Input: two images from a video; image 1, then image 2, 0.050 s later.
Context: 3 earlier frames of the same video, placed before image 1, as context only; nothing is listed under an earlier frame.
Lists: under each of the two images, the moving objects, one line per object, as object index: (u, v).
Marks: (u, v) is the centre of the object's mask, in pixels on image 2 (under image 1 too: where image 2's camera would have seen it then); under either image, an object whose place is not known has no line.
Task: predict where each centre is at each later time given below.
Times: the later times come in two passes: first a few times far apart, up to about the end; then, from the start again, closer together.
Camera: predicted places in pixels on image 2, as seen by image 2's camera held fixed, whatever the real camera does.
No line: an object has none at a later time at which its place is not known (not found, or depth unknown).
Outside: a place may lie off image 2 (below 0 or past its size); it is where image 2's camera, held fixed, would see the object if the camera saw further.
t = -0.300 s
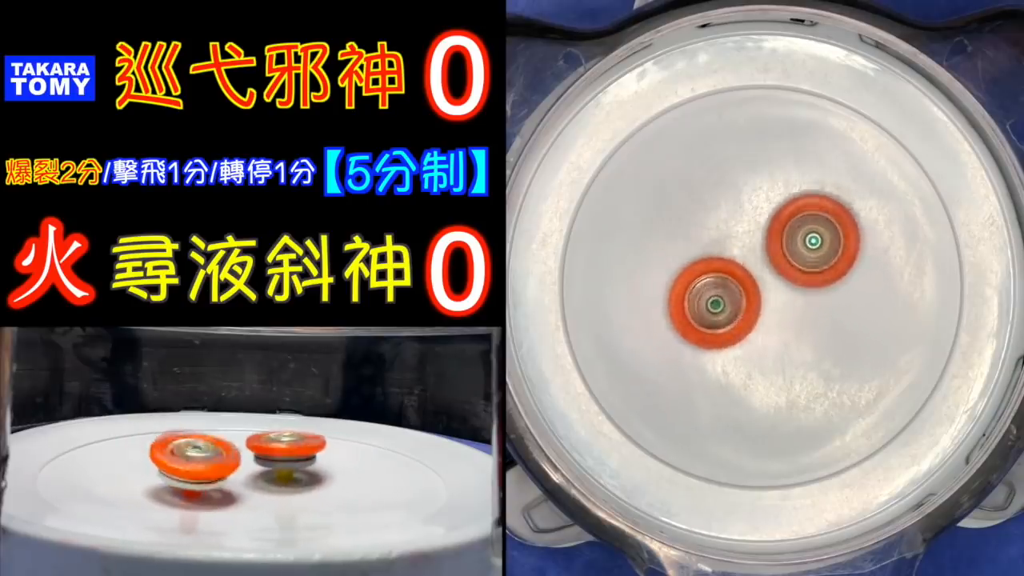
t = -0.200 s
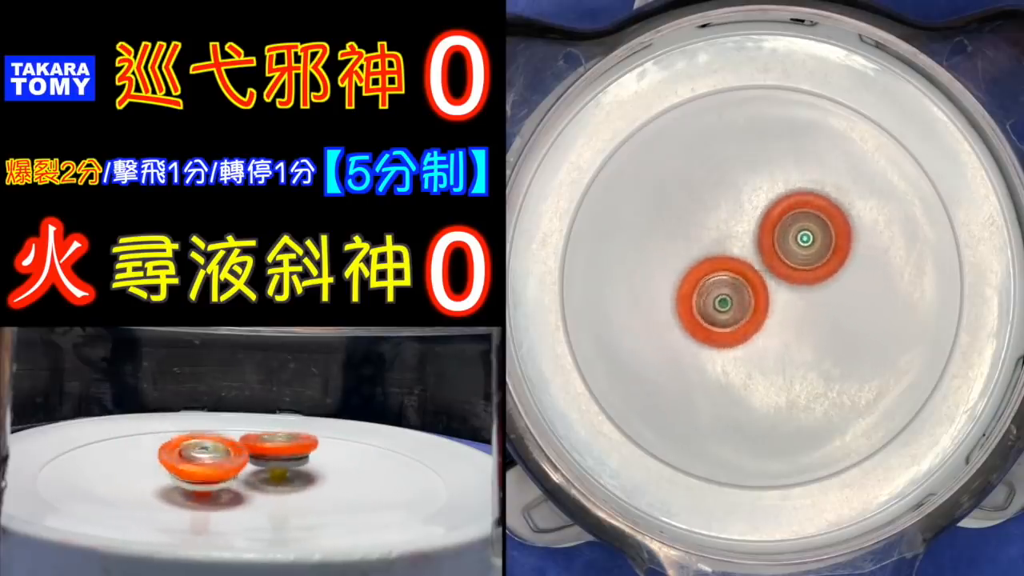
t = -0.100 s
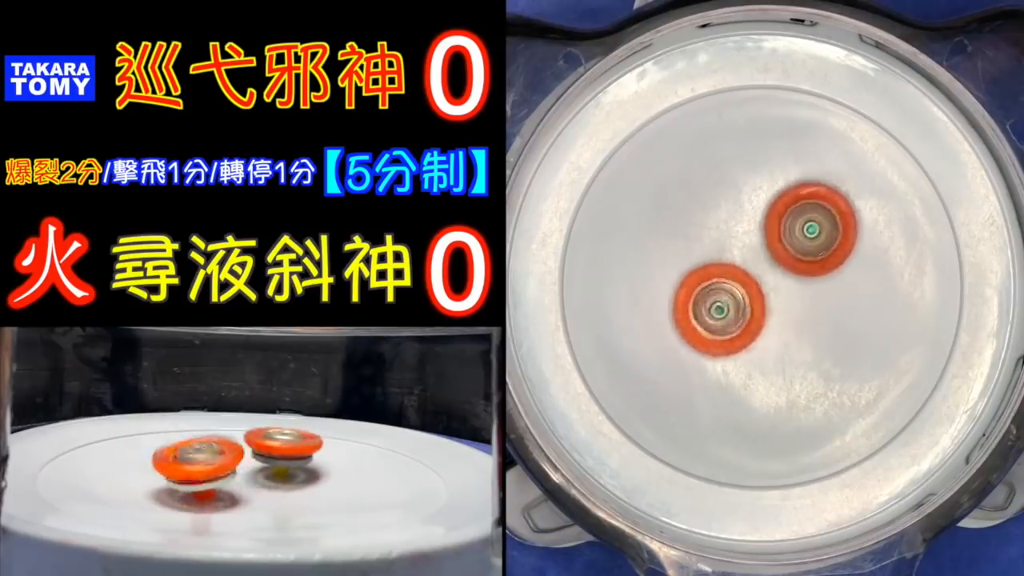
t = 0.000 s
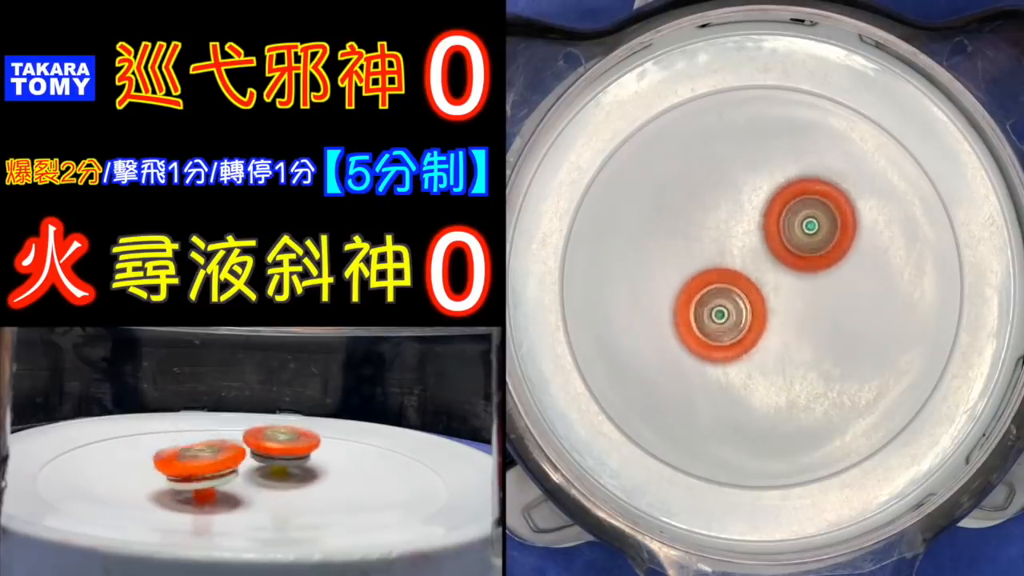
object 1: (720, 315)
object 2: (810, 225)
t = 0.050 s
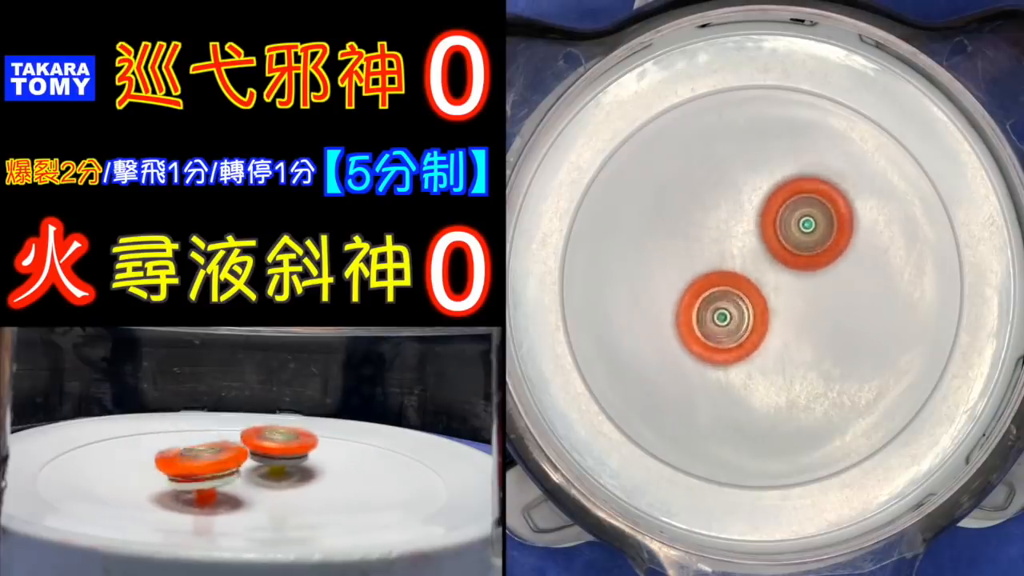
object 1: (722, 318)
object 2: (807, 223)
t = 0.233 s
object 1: (728, 328)
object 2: (794, 225)
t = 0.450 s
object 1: (729, 336)
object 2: (781, 229)
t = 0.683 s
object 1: (734, 333)
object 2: (765, 237)
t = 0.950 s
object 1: (737, 333)
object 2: (757, 235)
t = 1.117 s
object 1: (738, 336)
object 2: (755, 231)
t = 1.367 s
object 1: (748, 330)
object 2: (753, 233)
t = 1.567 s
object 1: (734, 358)
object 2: (773, 196)
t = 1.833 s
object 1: (742, 352)
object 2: (772, 207)
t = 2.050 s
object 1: (751, 340)
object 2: (769, 223)
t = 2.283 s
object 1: (756, 356)
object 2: (779, 196)
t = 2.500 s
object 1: (766, 357)
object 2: (761, 198)
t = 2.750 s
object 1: (773, 351)
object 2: (742, 209)
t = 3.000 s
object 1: (785, 339)
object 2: (724, 222)
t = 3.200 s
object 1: (798, 328)
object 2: (711, 233)
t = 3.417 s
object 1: (805, 323)
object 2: (700, 245)
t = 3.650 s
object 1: (810, 319)
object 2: (694, 261)
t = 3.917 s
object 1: (810, 309)
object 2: (695, 279)
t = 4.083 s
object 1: (812, 302)
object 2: (699, 292)
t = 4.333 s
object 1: (815, 292)
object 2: (706, 310)
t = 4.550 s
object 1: (817, 286)
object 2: (712, 324)
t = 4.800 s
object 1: (812, 279)
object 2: (721, 336)
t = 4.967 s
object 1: (809, 273)
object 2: (729, 340)
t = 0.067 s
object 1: (723, 319)
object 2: (806, 223)
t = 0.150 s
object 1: (726, 323)
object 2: (800, 224)
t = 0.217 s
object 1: (728, 327)
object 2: (795, 224)
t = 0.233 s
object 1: (728, 328)
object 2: (794, 225)
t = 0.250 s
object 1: (729, 328)
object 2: (793, 225)
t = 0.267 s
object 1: (729, 329)
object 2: (792, 225)
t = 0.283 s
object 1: (729, 330)
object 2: (791, 226)
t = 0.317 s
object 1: (729, 331)
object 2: (789, 226)
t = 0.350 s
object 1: (730, 333)
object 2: (787, 227)
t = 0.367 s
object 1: (730, 334)
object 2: (786, 227)
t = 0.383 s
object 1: (730, 334)
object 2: (784, 227)
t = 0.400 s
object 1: (730, 335)
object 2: (784, 228)
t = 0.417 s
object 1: (730, 335)
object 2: (783, 228)
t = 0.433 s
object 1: (729, 336)
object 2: (782, 228)
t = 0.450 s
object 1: (729, 336)
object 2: (781, 229)
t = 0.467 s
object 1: (730, 336)
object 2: (780, 229)
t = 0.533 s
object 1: (730, 336)
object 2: (775, 232)
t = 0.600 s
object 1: (731, 335)
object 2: (770, 234)
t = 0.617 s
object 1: (732, 335)
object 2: (769, 235)
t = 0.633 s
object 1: (732, 334)
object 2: (768, 236)
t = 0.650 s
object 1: (733, 334)
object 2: (767, 236)
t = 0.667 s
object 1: (734, 333)
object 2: (766, 237)
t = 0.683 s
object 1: (734, 333)
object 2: (765, 237)
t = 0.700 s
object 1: (735, 332)
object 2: (763, 239)
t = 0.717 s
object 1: (736, 332)
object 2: (762, 239)
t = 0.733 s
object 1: (735, 333)
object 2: (762, 239)
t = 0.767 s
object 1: (735, 333)
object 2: (762, 239)
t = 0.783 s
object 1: (734, 333)
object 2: (762, 239)
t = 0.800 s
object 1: (734, 333)
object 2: (762, 238)
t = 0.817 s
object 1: (733, 335)
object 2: (762, 236)
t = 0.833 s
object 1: (731, 334)
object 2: (763, 235)
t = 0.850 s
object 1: (732, 333)
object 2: (762, 235)
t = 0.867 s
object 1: (734, 332)
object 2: (762, 235)
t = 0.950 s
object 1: (737, 333)
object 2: (757, 235)
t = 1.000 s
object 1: (739, 333)
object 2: (754, 236)
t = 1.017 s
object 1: (740, 333)
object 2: (754, 236)
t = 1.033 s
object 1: (740, 333)
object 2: (753, 236)
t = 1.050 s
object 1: (740, 335)
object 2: (754, 235)
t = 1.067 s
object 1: (739, 336)
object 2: (754, 233)
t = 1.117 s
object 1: (738, 336)
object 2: (755, 231)
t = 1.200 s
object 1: (743, 334)
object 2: (754, 230)
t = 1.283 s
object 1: (746, 332)
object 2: (753, 231)
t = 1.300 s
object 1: (746, 332)
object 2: (753, 232)
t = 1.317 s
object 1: (747, 331)
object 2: (753, 232)
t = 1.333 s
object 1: (747, 331)
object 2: (752, 233)
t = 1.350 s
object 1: (748, 330)
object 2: (752, 233)
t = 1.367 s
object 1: (748, 330)
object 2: (753, 233)
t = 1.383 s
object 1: (748, 330)
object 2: (752, 233)
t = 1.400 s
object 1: (748, 330)
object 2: (752, 233)
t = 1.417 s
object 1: (747, 331)
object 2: (753, 232)
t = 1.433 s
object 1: (744, 339)
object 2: (756, 223)
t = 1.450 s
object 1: (742, 346)
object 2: (760, 214)
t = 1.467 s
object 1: (739, 352)
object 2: (763, 208)
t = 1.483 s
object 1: (738, 355)
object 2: (766, 202)
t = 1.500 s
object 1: (736, 359)
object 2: (769, 199)
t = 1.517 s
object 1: (734, 360)
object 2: (771, 197)
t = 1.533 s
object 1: (733, 359)
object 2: (773, 195)
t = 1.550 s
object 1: (733, 358)
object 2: (773, 196)
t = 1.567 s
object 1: (734, 358)
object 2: (773, 196)
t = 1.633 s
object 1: (738, 355)
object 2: (771, 198)
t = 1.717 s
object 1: (741, 354)
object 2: (771, 201)
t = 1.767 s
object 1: (741, 354)
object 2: (771, 203)
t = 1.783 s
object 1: (741, 353)
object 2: (771, 204)
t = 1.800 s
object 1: (741, 353)
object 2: (771, 205)
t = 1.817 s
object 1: (742, 352)
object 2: (772, 206)
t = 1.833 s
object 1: (742, 352)
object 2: (772, 207)
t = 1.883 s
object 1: (743, 350)
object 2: (772, 210)
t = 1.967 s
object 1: (746, 347)
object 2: (771, 216)
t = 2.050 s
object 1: (751, 340)
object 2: (769, 223)
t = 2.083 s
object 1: (756, 335)
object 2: (768, 226)
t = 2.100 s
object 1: (757, 333)
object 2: (767, 228)
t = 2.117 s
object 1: (759, 330)
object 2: (766, 230)
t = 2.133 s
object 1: (761, 329)
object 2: (766, 230)
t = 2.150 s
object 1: (759, 336)
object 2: (769, 222)
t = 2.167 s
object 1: (757, 342)
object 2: (772, 212)
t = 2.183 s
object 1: (758, 348)
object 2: (775, 205)
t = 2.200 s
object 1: (756, 353)
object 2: (778, 200)
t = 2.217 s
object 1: (755, 356)
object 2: (780, 196)
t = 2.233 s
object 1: (754, 357)
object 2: (782, 195)
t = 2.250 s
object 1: (754, 356)
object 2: (781, 195)
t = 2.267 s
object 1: (755, 356)
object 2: (781, 195)
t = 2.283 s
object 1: (756, 356)
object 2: (779, 196)
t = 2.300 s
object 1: (757, 356)
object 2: (777, 196)
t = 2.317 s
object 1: (757, 356)
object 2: (776, 196)
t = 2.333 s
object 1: (758, 356)
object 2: (774, 196)
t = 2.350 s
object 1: (760, 356)
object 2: (773, 195)
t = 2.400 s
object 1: (762, 356)
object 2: (769, 196)
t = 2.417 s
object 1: (763, 357)
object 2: (767, 197)
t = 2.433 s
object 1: (763, 358)
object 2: (767, 196)
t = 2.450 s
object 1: (764, 358)
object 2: (765, 197)
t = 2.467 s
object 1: (765, 357)
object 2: (764, 197)
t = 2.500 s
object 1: (766, 357)
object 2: (761, 198)
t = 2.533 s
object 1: (767, 357)
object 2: (759, 199)
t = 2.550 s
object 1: (767, 357)
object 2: (758, 199)
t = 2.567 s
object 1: (768, 358)
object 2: (757, 200)
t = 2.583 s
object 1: (767, 357)
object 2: (755, 201)
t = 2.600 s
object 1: (768, 356)
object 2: (754, 202)
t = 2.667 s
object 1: (771, 354)
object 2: (748, 205)
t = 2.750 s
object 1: (773, 351)
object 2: (742, 209)
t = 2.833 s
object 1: (776, 349)
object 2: (736, 214)
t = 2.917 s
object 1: (780, 346)
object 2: (730, 218)
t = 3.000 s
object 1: (785, 339)
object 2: (724, 222)
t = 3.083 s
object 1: (790, 335)
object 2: (719, 227)
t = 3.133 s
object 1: (794, 331)
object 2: (715, 230)
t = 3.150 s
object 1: (795, 330)
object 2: (714, 230)
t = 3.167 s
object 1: (795, 329)
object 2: (713, 232)
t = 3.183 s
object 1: (797, 329)
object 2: (712, 232)
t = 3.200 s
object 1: (798, 328)
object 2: (711, 233)
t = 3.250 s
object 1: (800, 328)
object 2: (708, 236)
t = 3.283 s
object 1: (801, 327)
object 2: (706, 237)
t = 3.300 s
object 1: (801, 326)
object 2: (705, 239)
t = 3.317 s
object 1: (802, 326)
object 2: (704, 239)
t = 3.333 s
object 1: (802, 326)
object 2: (704, 240)
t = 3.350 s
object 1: (803, 325)
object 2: (703, 242)
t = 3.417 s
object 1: (805, 323)
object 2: (700, 245)
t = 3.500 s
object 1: (809, 322)
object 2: (697, 250)
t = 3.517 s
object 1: (809, 322)
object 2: (696, 252)
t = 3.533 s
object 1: (810, 322)
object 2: (696, 253)
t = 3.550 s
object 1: (810, 322)
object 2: (696, 254)
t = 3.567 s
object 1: (810, 322)
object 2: (695, 255)
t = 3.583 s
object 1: (810, 321)
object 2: (695, 256)
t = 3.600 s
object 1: (810, 321)
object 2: (695, 257)
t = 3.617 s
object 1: (810, 321)
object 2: (694, 258)
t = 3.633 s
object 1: (810, 320)
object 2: (695, 259)
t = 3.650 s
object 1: (810, 319)
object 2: (694, 261)
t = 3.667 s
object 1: (810, 319)
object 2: (694, 261)
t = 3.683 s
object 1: (810, 318)
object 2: (694, 263)
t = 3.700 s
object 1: (809, 317)
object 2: (694, 263)
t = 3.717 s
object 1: (809, 316)
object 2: (694, 265)
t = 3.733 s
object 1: (809, 316)
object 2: (694, 267)
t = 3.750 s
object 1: (809, 315)
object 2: (694, 267)
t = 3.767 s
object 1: (809, 314)
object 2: (694, 269)
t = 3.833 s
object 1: (810, 312)
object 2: (694, 273)
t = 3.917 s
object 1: (810, 309)
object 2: (695, 279)
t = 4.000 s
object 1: (811, 305)
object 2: (697, 285)
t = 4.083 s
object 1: (812, 302)
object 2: (699, 292)
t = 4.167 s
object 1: (814, 298)
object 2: (702, 298)
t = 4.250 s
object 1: (813, 296)
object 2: (704, 304)
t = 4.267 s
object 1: (813, 294)
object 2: (704, 305)
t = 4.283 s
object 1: (813, 293)
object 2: (705, 306)
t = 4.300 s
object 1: (814, 293)
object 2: (705, 308)
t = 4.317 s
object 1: (815, 293)
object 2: (706, 308)
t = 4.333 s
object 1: (815, 292)
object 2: (706, 310)
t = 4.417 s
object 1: (816, 289)
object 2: (708, 315)
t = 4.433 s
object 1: (816, 288)
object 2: (708, 317)
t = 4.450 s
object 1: (817, 287)
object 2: (709, 317)
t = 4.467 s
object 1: (818, 288)
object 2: (710, 319)
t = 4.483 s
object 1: (818, 288)
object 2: (710, 320)
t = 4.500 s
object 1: (817, 288)
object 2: (711, 321)
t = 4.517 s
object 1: (817, 287)
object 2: (711, 322)
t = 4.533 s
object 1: (817, 286)
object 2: (711, 323)
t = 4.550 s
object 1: (817, 286)
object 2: (712, 324)
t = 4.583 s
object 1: (817, 285)
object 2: (713, 326)
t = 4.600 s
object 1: (817, 285)
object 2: (714, 327)
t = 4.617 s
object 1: (817, 285)
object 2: (714, 328)
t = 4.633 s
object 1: (815, 284)
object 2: (715, 328)
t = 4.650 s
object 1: (815, 284)
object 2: (715, 330)
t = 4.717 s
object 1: (814, 281)
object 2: (718, 332)
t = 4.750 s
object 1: (814, 280)
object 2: (719, 334)
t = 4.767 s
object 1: (813, 280)
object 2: (720, 335)
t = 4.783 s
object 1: (812, 279)
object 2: (720, 336)
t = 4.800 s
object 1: (812, 279)
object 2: (721, 336)
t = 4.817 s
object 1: (812, 278)
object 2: (722, 337)
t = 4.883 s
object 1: (811, 276)
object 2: (725, 338)
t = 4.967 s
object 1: (809, 273)
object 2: (729, 340)
